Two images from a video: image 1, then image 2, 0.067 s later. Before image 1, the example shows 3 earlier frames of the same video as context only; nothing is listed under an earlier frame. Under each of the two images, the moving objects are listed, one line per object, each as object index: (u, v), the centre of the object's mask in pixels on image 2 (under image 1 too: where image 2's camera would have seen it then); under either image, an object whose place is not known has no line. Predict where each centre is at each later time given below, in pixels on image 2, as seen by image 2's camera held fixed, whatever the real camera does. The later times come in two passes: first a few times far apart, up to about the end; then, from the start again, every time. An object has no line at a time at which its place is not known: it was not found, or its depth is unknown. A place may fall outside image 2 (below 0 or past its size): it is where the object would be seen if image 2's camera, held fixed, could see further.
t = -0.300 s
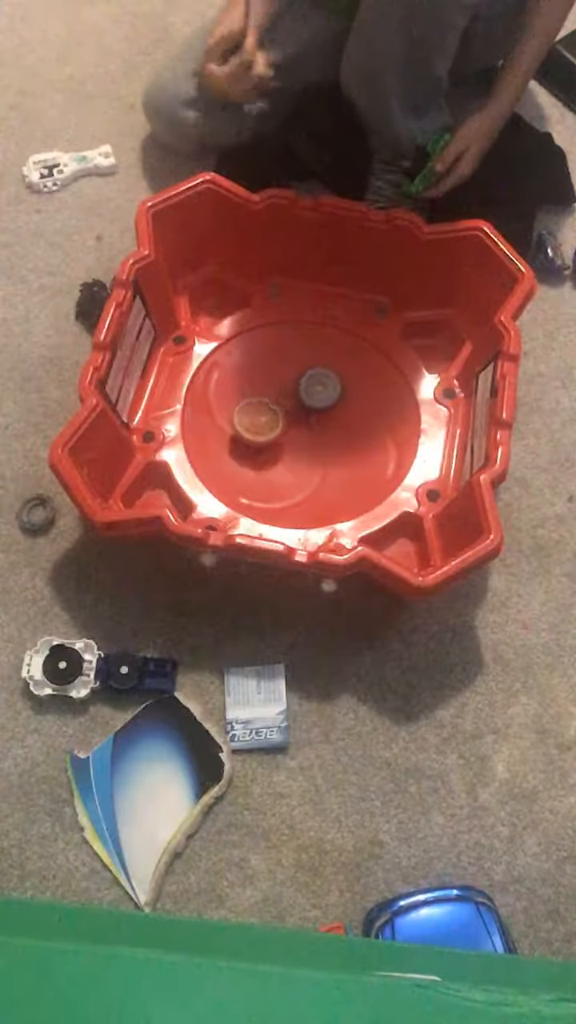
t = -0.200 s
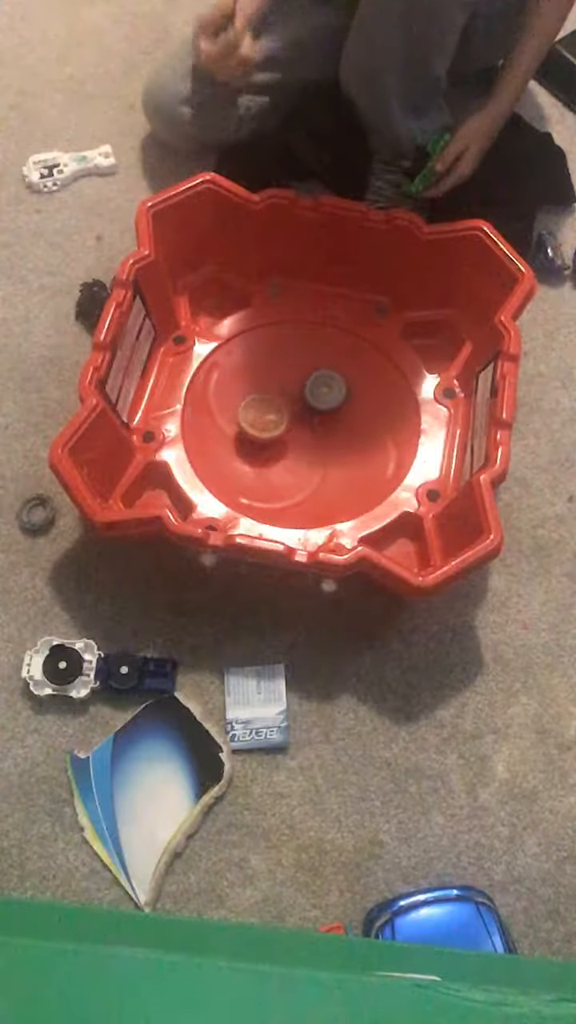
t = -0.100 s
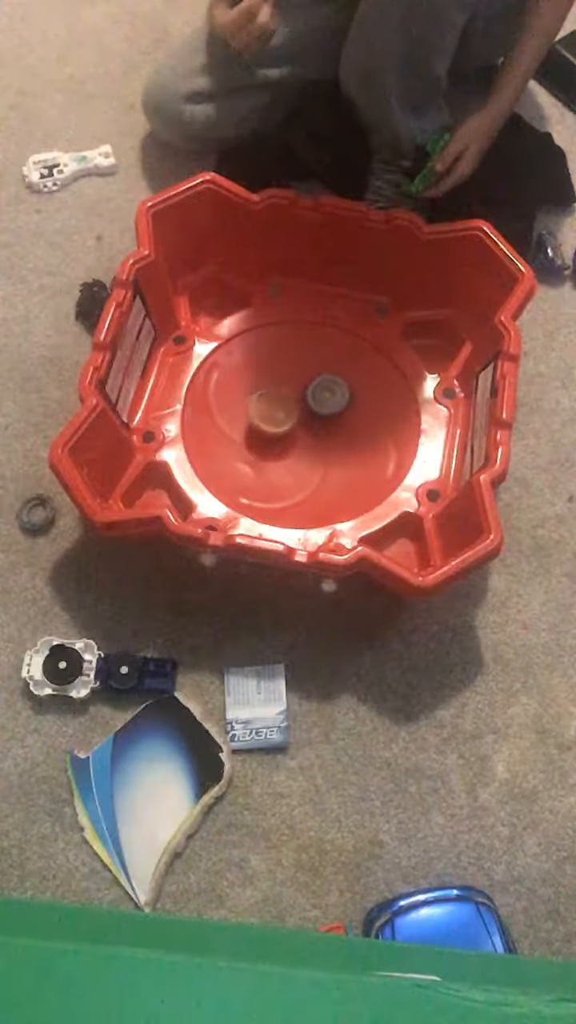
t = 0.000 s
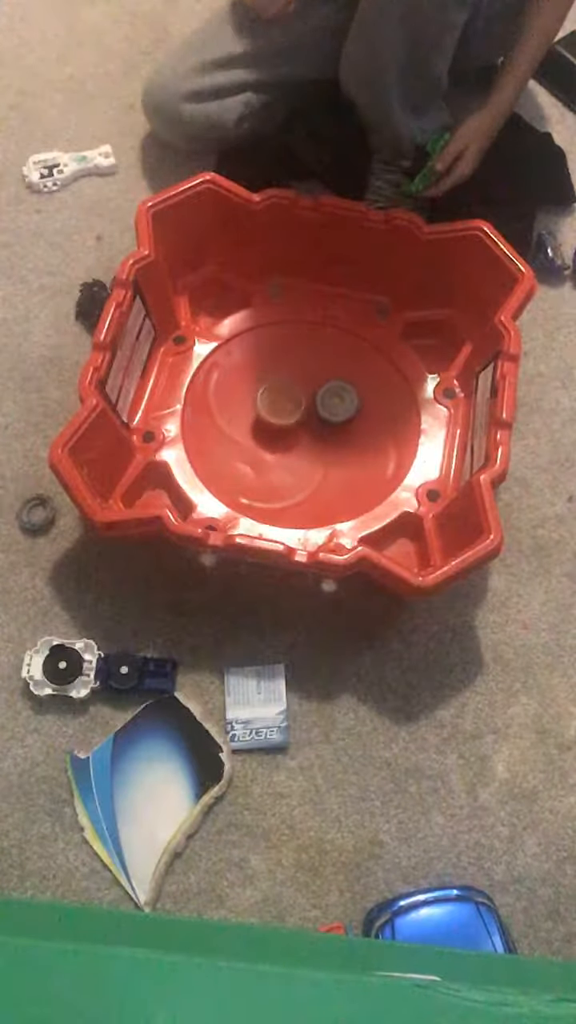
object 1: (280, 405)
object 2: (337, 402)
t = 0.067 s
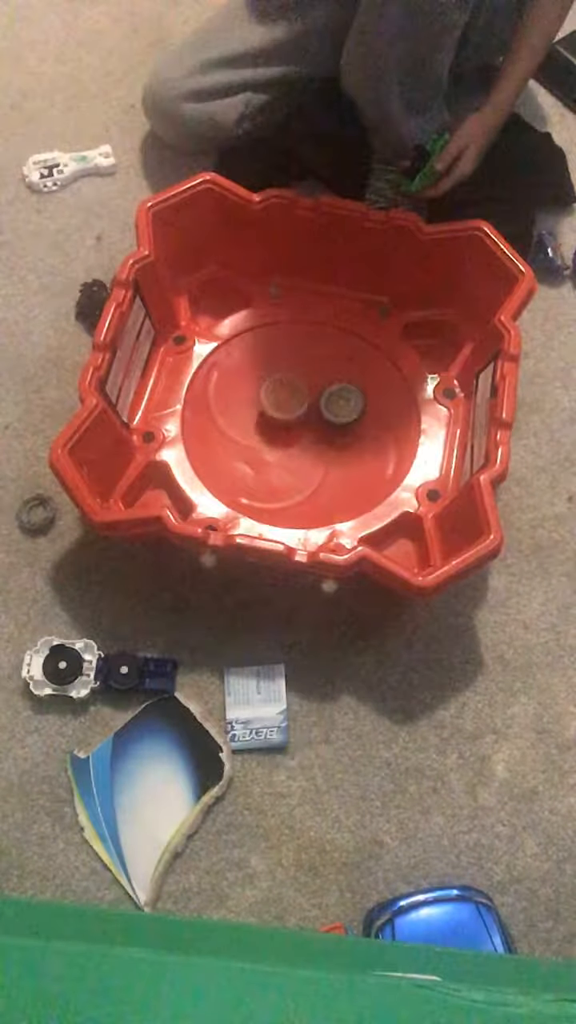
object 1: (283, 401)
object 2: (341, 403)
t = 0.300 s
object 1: (299, 383)
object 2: (344, 414)
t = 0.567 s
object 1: (310, 383)
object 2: (331, 431)
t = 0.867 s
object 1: (327, 396)
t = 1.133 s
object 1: (328, 398)
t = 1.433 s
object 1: (325, 418)
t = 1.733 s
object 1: (342, 417)
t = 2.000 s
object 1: (324, 420)
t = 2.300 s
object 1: (307, 434)
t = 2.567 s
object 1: (285, 440)
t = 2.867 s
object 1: (278, 433)
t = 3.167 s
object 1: (282, 407)
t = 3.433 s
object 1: (289, 384)
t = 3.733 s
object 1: (308, 388)
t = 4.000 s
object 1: (333, 399)
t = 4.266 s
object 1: (336, 420)
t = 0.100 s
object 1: (285, 398)
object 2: (343, 404)
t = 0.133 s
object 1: (289, 395)
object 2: (344, 405)
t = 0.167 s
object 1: (292, 391)
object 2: (344, 407)
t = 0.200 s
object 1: (294, 389)
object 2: (345, 408)
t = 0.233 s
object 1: (295, 387)
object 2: (345, 411)
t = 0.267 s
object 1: (296, 385)
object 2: (345, 412)
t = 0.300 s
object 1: (299, 383)
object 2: (344, 414)
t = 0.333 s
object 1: (300, 382)
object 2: (343, 416)
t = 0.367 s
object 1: (302, 381)
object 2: (342, 419)
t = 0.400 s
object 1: (303, 381)
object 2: (340, 422)
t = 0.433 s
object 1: (304, 381)
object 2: (339, 423)
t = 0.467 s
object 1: (306, 381)
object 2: (337, 426)
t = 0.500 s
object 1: (308, 382)
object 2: (336, 427)
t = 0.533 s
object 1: (309, 383)
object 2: (334, 429)
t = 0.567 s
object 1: (310, 383)
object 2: (331, 431)
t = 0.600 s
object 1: (311, 385)
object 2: (329, 433)
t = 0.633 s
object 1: (312, 386)
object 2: (326, 434)
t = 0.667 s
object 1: (316, 389)
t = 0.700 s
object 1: (317, 390)
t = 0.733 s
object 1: (318, 391)
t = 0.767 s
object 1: (320, 394)
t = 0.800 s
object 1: (323, 396)
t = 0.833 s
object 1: (326, 396)
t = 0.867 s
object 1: (327, 396)
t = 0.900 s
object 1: (328, 396)
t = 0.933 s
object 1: (329, 395)
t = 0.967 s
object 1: (329, 395)
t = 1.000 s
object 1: (328, 396)
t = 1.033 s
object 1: (328, 396)
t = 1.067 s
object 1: (328, 396)
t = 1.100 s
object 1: (328, 397)
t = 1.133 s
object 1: (328, 398)
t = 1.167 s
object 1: (328, 399)
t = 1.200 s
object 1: (327, 400)
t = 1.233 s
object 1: (326, 401)
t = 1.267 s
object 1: (324, 404)
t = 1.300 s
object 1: (323, 406)
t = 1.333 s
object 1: (320, 408)
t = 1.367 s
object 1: (319, 409)
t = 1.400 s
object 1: (320, 414)
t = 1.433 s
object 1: (325, 418)
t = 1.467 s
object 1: (328, 419)
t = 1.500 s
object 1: (332, 419)
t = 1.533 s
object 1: (334, 418)
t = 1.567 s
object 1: (337, 418)
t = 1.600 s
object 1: (339, 418)
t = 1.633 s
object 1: (340, 417)
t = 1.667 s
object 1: (342, 417)
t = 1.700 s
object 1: (342, 417)
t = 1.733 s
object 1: (342, 417)
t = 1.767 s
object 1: (341, 416)
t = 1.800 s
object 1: (339, 415)
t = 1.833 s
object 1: (337, 415)
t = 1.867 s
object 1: (334, 415)
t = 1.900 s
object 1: (332, 415)
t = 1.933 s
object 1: (329, 415)
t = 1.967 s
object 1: (326, 417)
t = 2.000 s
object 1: (324, 420)
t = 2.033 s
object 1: (323, 422)
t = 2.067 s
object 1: (321, 423)
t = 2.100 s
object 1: (320, 424)
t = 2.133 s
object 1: (317, 427)
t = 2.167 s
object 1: (315, 429)
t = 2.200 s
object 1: (313, 430)
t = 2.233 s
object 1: (312, 431)
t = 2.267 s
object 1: (309, 433)
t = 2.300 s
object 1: (307, 434)
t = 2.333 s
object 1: (304, 435)
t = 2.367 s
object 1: (302, 436)
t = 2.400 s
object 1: (300, 437)
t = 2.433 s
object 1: (297, 438)
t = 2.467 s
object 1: (294, 438)
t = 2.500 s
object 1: (290, 438)
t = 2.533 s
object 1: (287, 439)
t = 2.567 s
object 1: (285, 440)
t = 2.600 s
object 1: (284, 439)
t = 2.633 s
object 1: (282, 439)
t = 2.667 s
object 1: (281, 439)
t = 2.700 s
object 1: (280, 438)
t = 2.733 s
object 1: (279, 436)
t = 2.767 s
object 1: (279, 435)
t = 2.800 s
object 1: (278, 434)
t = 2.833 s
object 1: (278, 433)
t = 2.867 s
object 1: (278, 433)
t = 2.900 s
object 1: (278, 429)
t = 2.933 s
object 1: (279, 426)
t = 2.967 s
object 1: (279, 425)
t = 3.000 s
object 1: (280, 423)
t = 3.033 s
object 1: (281, 421)
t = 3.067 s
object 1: (281, 418)
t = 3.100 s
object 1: (282, 415)
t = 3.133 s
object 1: (282, 410)
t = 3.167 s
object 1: (282, 407)
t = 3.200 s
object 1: (282, 405)
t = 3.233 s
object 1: (282, 400)
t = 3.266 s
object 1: (284, 397)
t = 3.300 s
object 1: (285, 395)
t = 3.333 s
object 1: (286, 392)
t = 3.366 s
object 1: (286, 388)
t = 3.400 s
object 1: (288, 386)
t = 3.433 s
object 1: (289, 384)
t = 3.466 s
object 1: (290, 383)
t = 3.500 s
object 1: (290, 383)
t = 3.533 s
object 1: (293, 384)
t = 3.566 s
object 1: (294, 382)
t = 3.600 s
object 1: (295, 383)
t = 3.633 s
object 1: (298, 385)
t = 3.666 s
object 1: (300, 386)
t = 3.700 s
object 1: (302, 387)
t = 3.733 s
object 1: (308, 388)
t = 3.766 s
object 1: (311, 390)
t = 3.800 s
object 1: (315, 390)
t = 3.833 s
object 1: (319, 390)
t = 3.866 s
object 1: (323, 391)
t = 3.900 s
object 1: (325, 393)
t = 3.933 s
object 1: (328, 394)
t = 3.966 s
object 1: (331, 396)
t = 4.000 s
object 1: (333, 399)
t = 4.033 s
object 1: (334, 400)
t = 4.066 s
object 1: (337, 404)
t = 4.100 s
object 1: (338, 406)
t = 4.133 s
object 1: (339, 408)
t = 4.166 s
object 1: (338, 411)
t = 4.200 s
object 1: (338, 414)
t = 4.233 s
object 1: (337, 417)
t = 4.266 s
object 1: (336, 420)
